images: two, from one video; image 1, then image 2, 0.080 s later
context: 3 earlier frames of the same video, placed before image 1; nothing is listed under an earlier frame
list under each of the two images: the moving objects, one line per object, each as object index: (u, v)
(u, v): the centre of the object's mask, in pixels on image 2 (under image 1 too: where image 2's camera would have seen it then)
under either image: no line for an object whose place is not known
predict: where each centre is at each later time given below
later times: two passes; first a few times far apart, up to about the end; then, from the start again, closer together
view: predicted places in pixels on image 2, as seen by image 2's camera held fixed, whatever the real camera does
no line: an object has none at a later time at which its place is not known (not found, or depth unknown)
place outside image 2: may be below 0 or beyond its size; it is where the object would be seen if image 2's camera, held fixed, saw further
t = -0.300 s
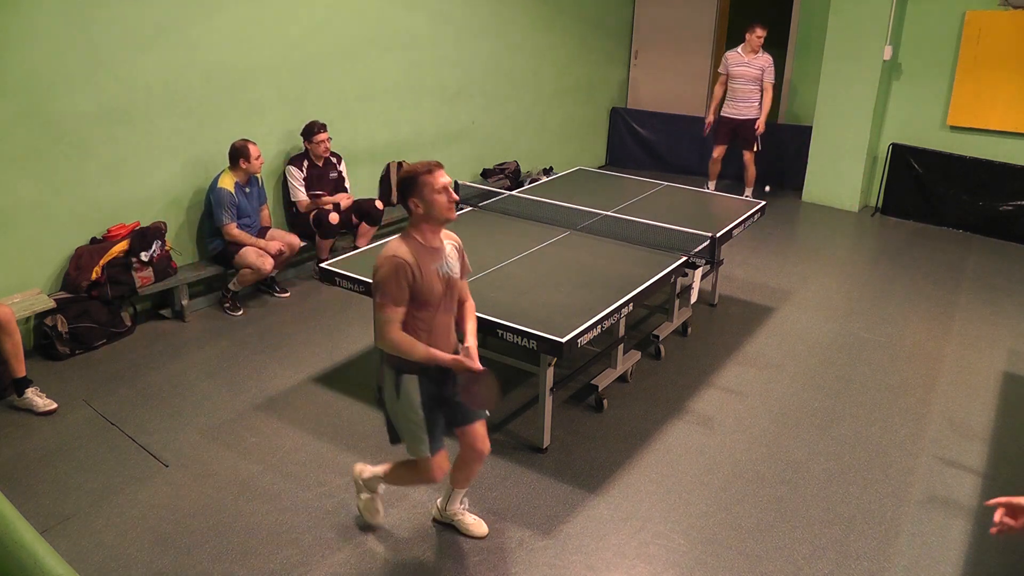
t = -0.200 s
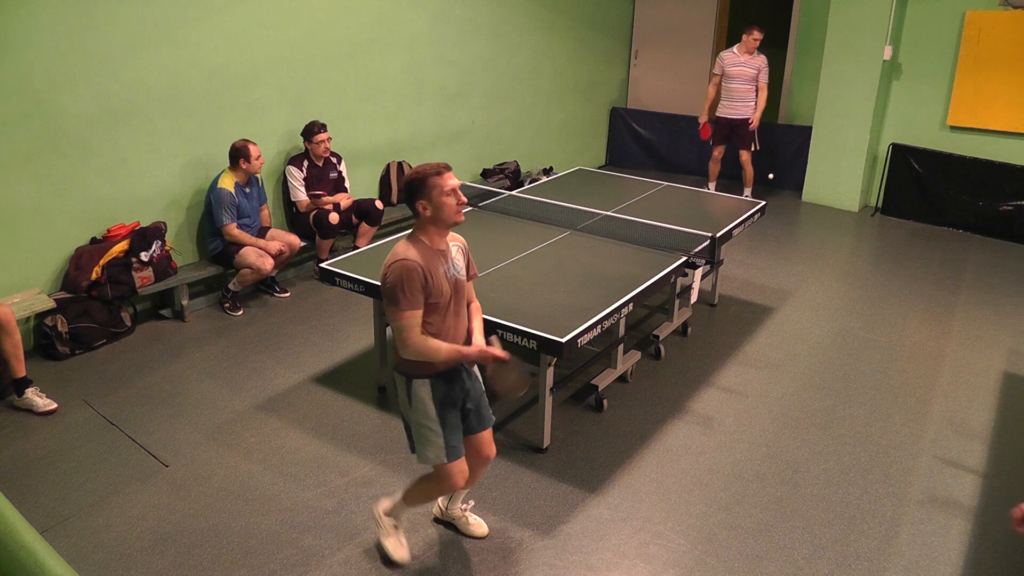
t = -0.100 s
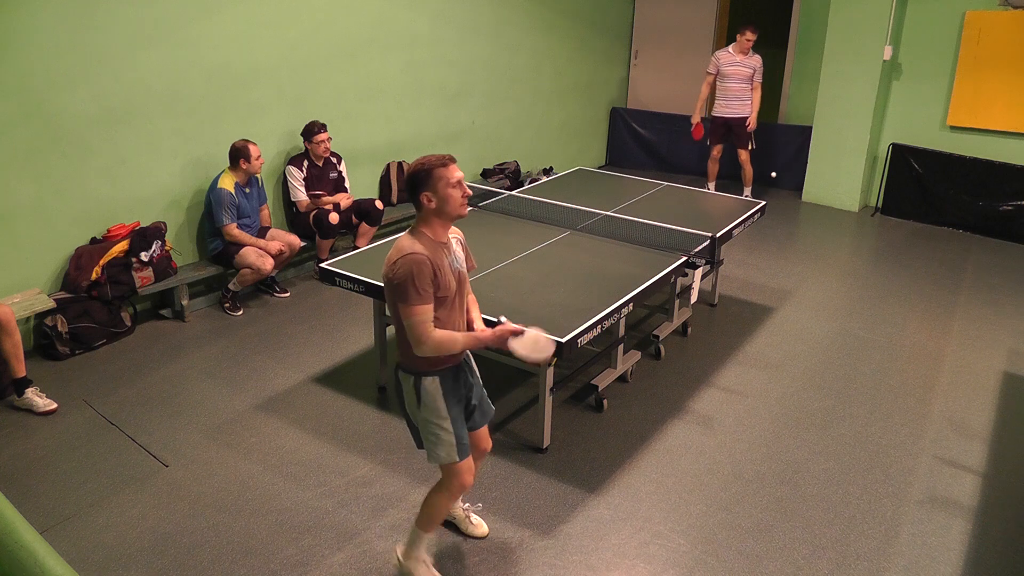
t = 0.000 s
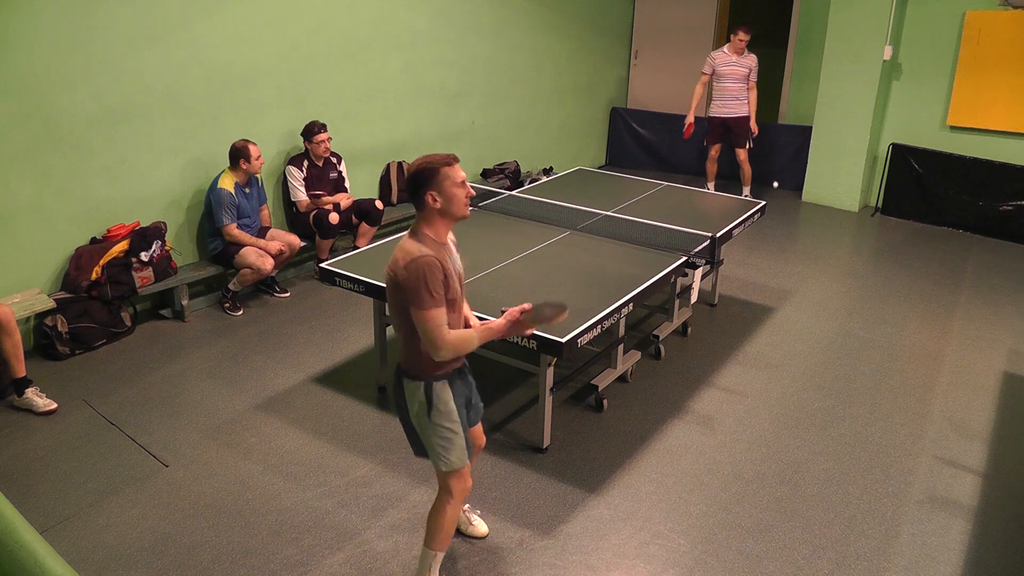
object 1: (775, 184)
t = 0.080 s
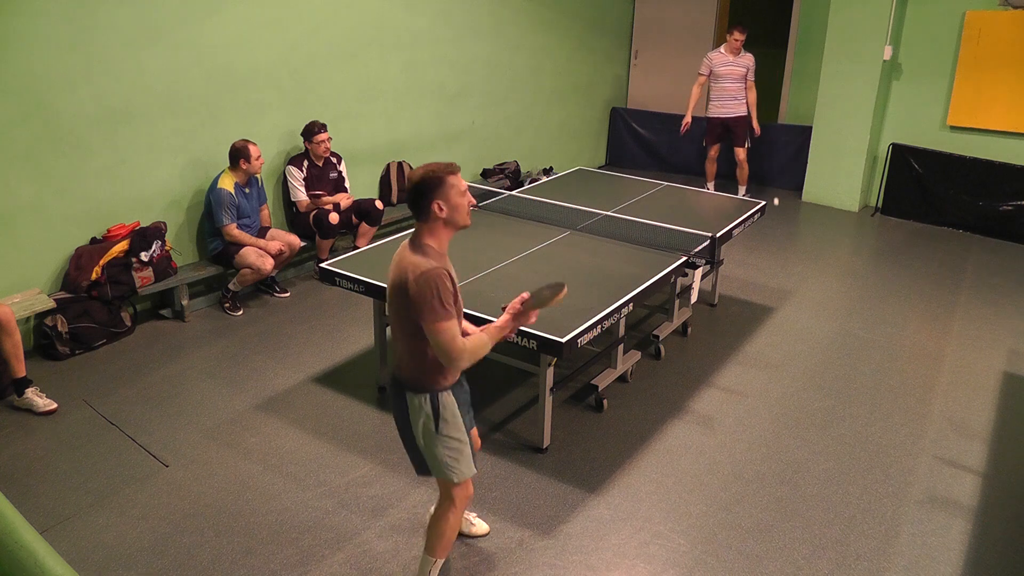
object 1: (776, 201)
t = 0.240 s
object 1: (775, 258)
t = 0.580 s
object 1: (805, 235)
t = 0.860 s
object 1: (819, 288)
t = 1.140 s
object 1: (847, 265)
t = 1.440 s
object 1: (863, 314)
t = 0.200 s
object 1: (776, 241)
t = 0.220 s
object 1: (775, 250)
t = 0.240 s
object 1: (775, 258)
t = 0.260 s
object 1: (775, 267)
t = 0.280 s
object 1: (775, 278)
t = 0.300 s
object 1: (776, 282)
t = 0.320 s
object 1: (778, 275)
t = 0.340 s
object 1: (781, 269)
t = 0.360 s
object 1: (783, 264)
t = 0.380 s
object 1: (785, 259)
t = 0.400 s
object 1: (788, 254)
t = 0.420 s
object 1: (790, 250)
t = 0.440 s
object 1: (792, 247)
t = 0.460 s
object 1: (794, 244)
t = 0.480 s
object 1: (796, 241)
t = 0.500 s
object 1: (798, 238)
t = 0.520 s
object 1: (800, 237)
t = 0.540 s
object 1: (801, 236)
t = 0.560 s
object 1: (803, 236)
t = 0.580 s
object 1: (805, 235)
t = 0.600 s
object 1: (806, 236)
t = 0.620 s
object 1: (808, 237)
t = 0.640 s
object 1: (809, 238)
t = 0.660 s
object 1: (811, 241)
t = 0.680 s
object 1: (812, 243)
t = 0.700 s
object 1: (813, 246)
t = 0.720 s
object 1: (814, 250)
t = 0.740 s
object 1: (815, 253)
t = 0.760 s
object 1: (816, 258)
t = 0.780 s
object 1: (817, 263)
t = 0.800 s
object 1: (817, 269)
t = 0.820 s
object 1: (818, 275)
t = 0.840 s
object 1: (819, 281)
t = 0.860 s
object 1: (819, 288)
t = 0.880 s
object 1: (820, 296)
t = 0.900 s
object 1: (820, 304)
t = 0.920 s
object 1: (822, 304)
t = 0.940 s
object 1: (825, 297)
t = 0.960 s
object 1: (827, 292)
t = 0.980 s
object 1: (830, 286)
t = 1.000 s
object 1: (832, 282)
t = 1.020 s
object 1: (835, 278)
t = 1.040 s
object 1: (837, 275)
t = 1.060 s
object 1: (839, 272)
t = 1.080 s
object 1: (841, 269)
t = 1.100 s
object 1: (843, 267)
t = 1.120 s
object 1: (845, 266)
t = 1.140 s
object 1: (847, 265)
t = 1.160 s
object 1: (849, 265)
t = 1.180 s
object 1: (851, 265)
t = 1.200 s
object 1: (852, 266)
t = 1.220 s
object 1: (854, 267)
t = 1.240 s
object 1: (855, 269)
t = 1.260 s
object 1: (856, 271)
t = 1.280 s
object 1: (858, 274)
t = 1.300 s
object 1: (859, 278)
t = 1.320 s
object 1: (860, 281)
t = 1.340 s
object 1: (861, 286)
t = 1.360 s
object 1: (861, 291)
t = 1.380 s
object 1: (862, 296)
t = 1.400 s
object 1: (863, 302)
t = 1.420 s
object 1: (863, 308)
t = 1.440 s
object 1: (863, 314)
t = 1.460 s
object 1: (866, 310)
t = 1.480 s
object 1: (868, 304)
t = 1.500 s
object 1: (871, 299)
